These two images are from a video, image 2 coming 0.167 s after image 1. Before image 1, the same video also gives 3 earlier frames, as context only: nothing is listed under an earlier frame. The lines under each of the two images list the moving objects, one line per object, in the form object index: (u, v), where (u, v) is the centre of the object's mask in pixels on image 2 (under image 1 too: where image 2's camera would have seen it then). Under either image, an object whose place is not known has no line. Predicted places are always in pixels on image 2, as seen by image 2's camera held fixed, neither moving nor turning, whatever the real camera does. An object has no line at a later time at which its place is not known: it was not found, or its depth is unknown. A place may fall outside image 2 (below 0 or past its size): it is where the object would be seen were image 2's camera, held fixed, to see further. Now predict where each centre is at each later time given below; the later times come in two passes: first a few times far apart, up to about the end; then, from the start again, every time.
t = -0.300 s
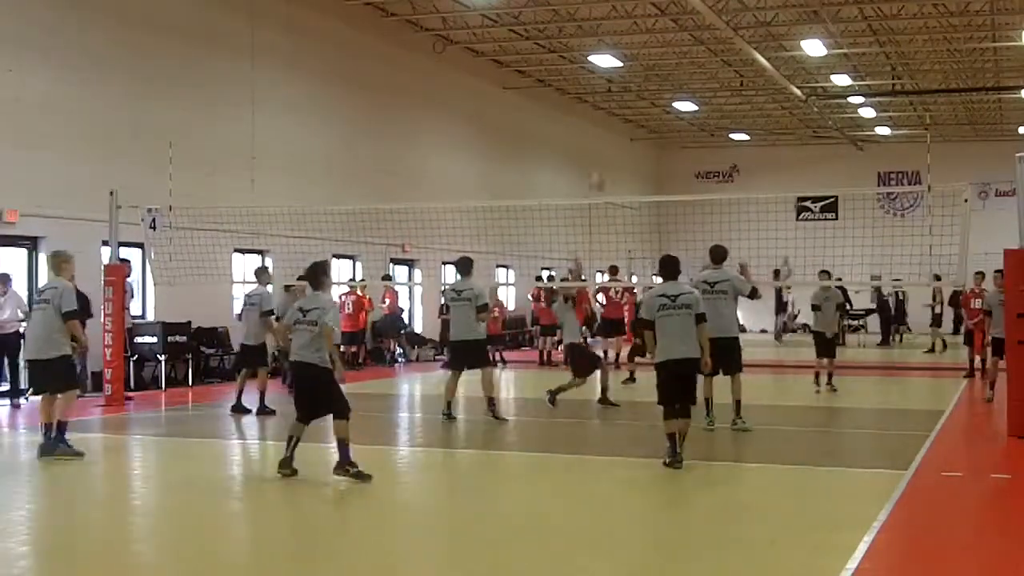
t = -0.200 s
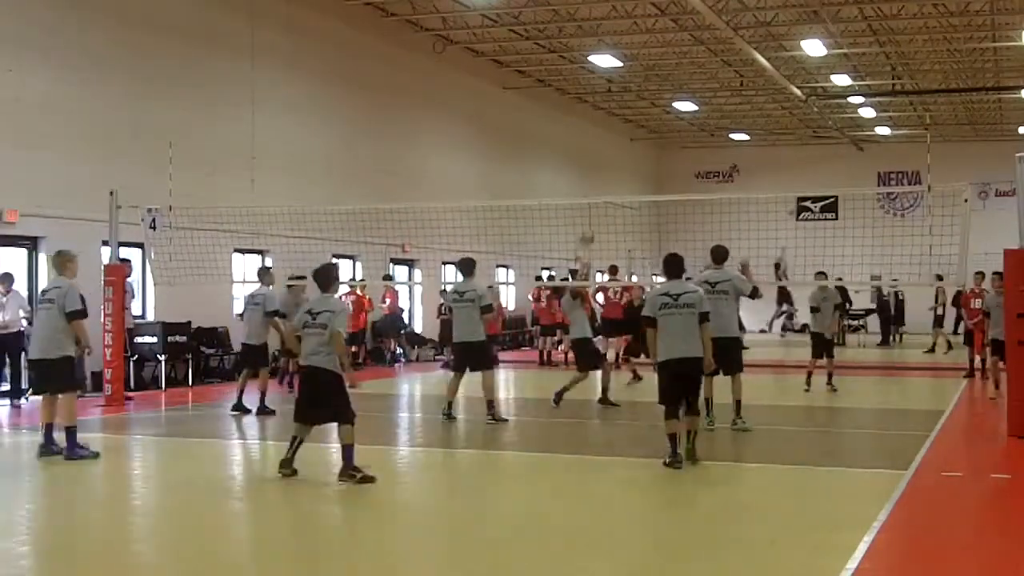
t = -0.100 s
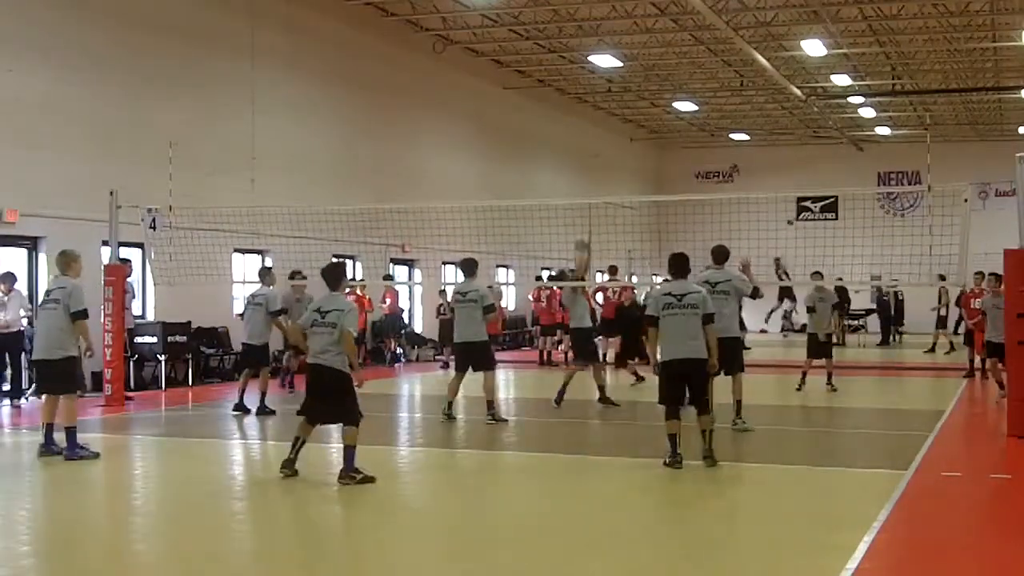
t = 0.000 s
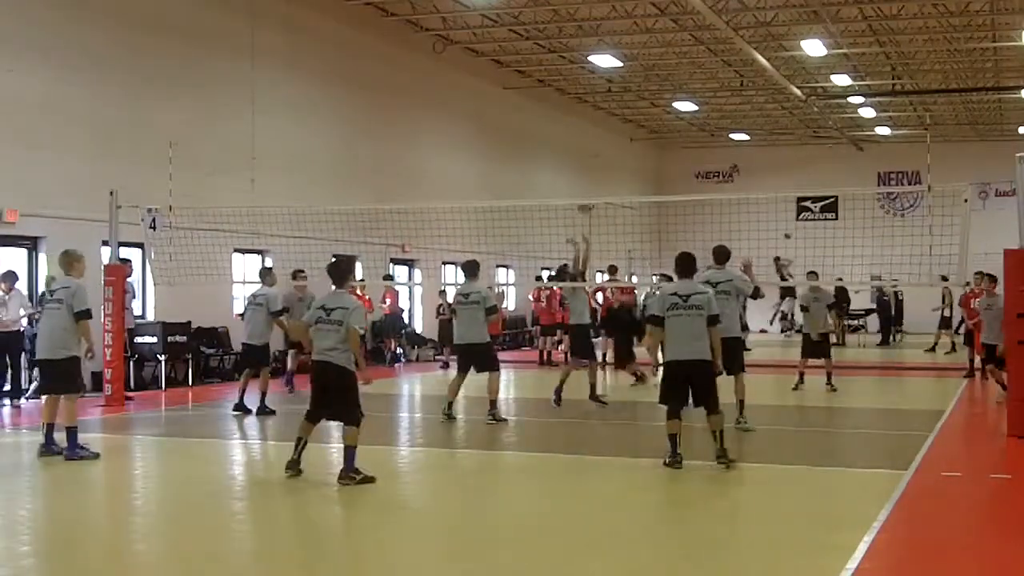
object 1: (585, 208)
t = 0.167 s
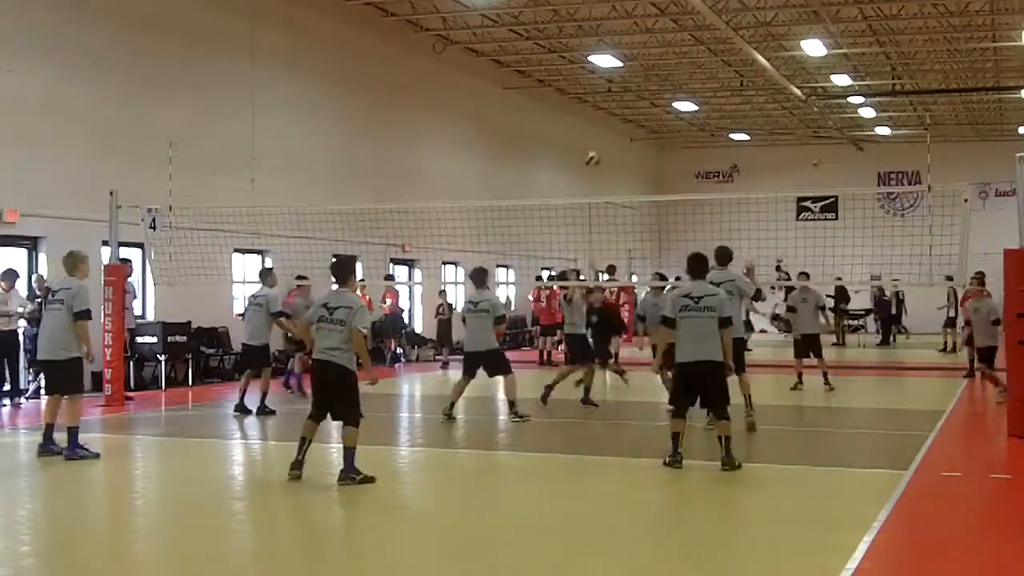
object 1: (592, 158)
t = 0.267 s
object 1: (596, 142)
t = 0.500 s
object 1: (606, 132)
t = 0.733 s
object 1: (619, 168)
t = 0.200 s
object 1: (593, 151)
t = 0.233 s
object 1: (594, 146)
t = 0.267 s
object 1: (596, 142)
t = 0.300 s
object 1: (598, 138)
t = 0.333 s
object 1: (599, 135)
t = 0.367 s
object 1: (600, 132)
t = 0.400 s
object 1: (602, 131)
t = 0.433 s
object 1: (604, 130)
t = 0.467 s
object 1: (605, 131)
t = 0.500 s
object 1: (606, 132)
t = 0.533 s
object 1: (607, 135)
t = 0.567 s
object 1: (609, 138)
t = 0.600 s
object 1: (611, 142)
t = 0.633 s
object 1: (613, 147)
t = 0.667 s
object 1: (614, 153)
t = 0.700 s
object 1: (616, 161)
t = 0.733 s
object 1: (619, 168)
